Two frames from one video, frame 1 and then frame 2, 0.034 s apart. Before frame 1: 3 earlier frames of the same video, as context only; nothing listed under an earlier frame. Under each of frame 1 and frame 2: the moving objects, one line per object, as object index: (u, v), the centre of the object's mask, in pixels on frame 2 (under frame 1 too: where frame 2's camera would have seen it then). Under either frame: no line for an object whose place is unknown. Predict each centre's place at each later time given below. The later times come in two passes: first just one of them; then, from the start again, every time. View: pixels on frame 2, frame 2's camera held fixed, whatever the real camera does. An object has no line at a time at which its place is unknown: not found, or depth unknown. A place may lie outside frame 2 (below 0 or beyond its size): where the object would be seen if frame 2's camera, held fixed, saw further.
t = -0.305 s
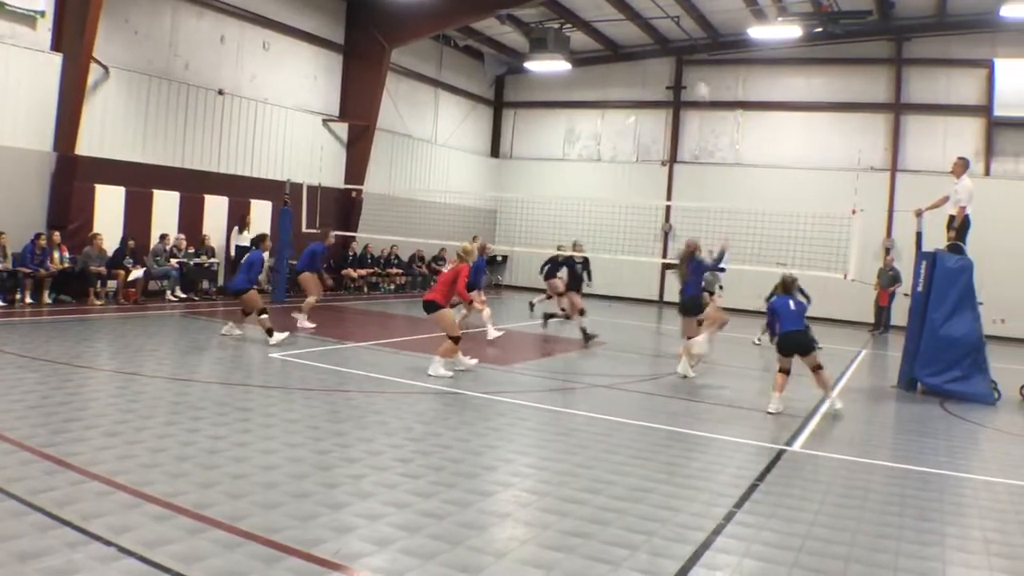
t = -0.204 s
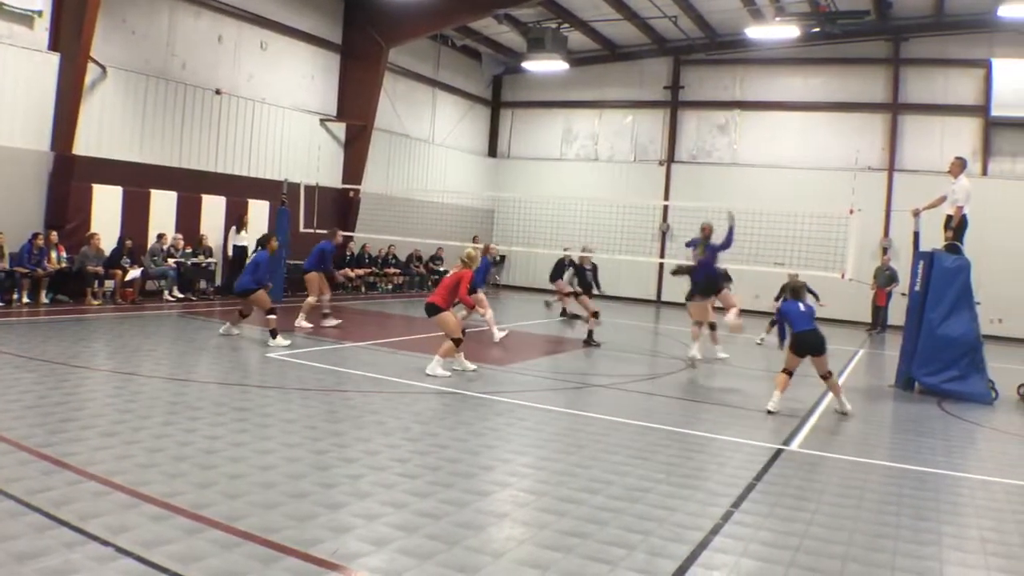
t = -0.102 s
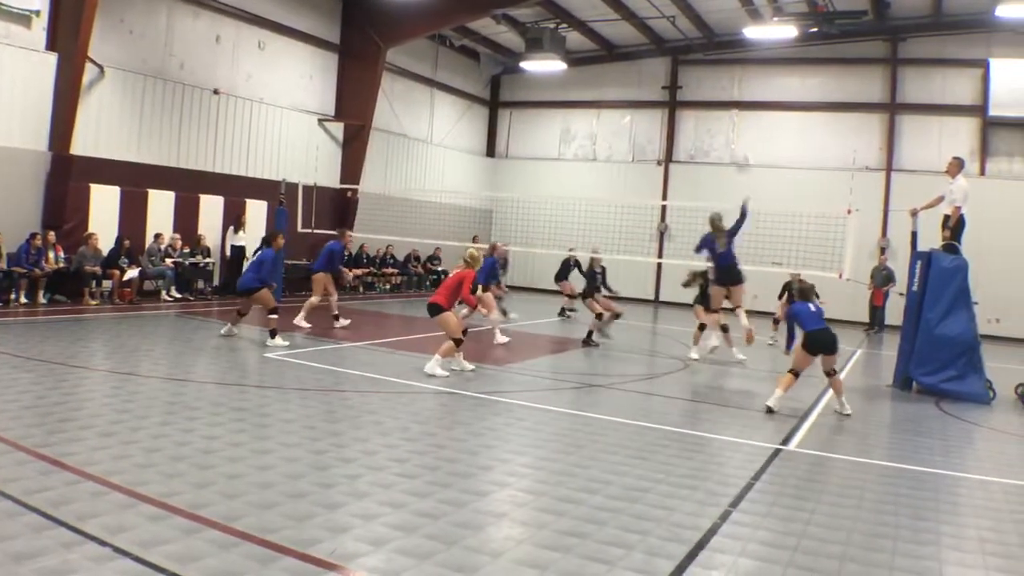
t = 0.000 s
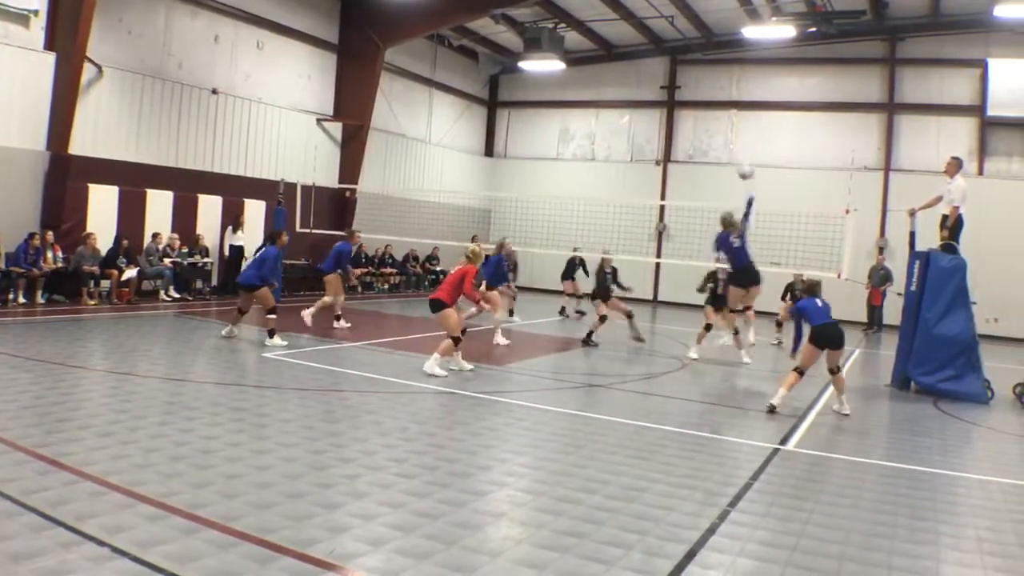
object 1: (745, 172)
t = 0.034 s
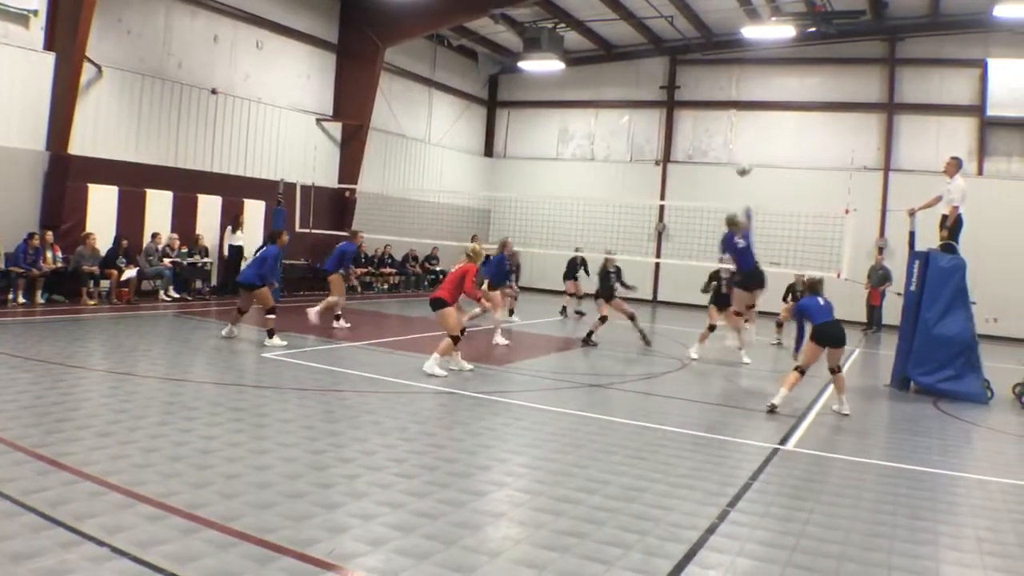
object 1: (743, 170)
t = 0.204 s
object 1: (736, 164)
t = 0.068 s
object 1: (740, 166)
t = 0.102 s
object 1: (739, 165)
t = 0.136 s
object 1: (738, 164)
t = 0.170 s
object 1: (737, 164)
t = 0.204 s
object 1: (736, 164)
